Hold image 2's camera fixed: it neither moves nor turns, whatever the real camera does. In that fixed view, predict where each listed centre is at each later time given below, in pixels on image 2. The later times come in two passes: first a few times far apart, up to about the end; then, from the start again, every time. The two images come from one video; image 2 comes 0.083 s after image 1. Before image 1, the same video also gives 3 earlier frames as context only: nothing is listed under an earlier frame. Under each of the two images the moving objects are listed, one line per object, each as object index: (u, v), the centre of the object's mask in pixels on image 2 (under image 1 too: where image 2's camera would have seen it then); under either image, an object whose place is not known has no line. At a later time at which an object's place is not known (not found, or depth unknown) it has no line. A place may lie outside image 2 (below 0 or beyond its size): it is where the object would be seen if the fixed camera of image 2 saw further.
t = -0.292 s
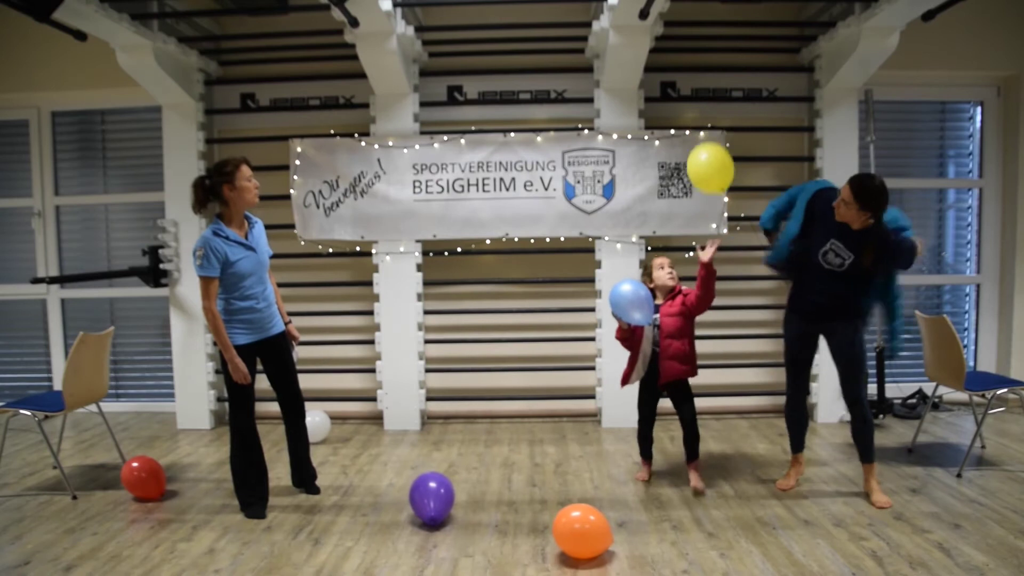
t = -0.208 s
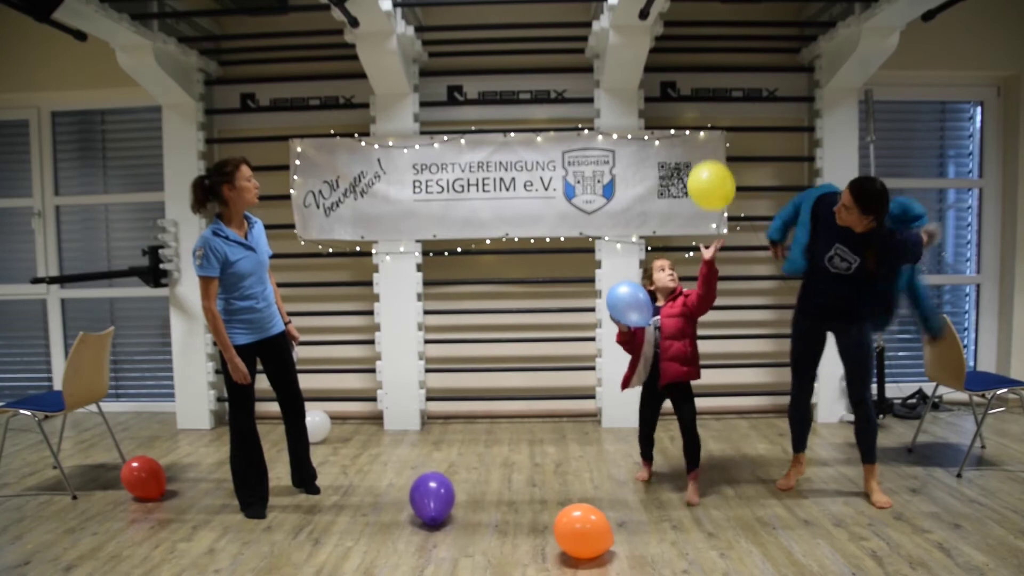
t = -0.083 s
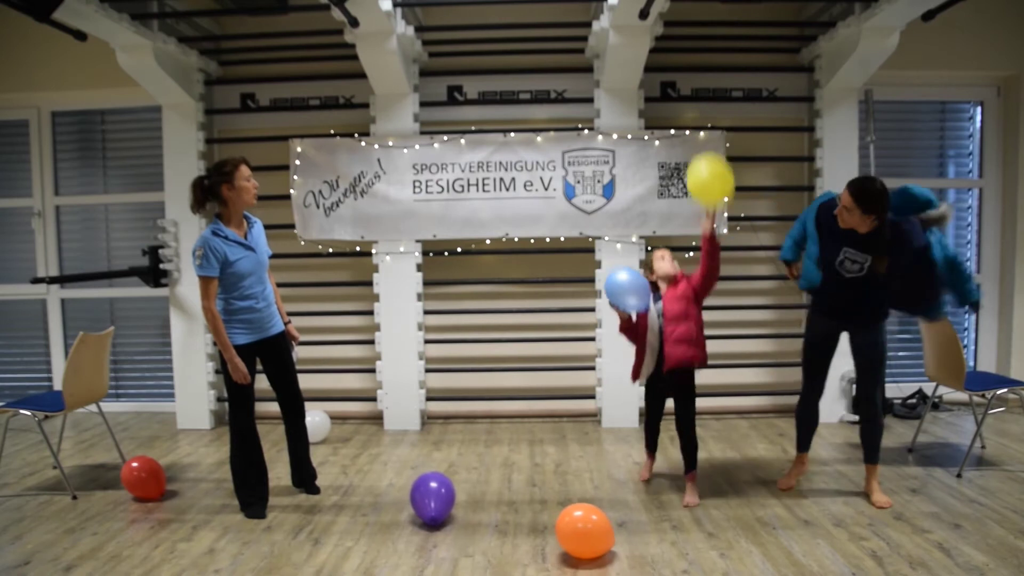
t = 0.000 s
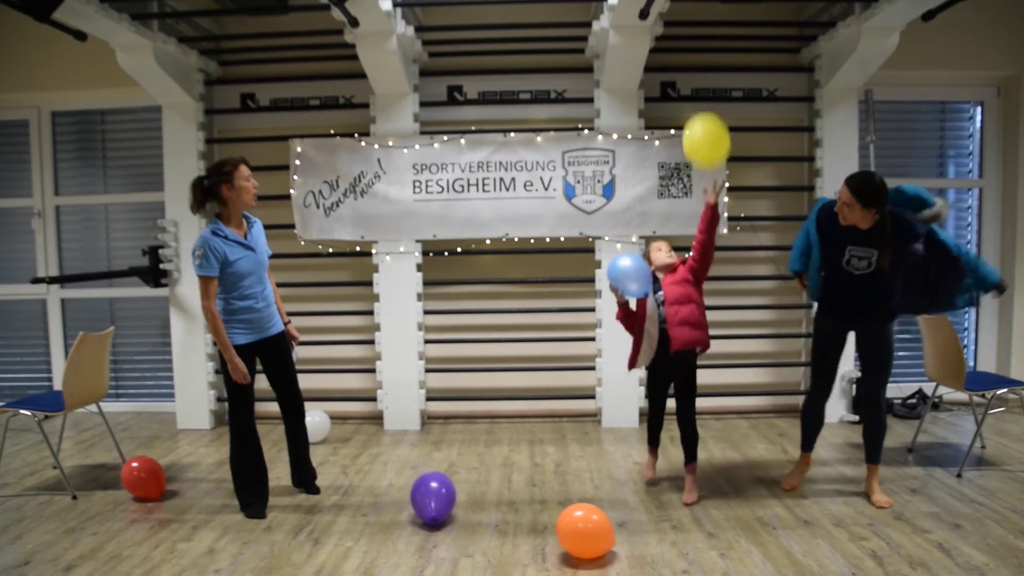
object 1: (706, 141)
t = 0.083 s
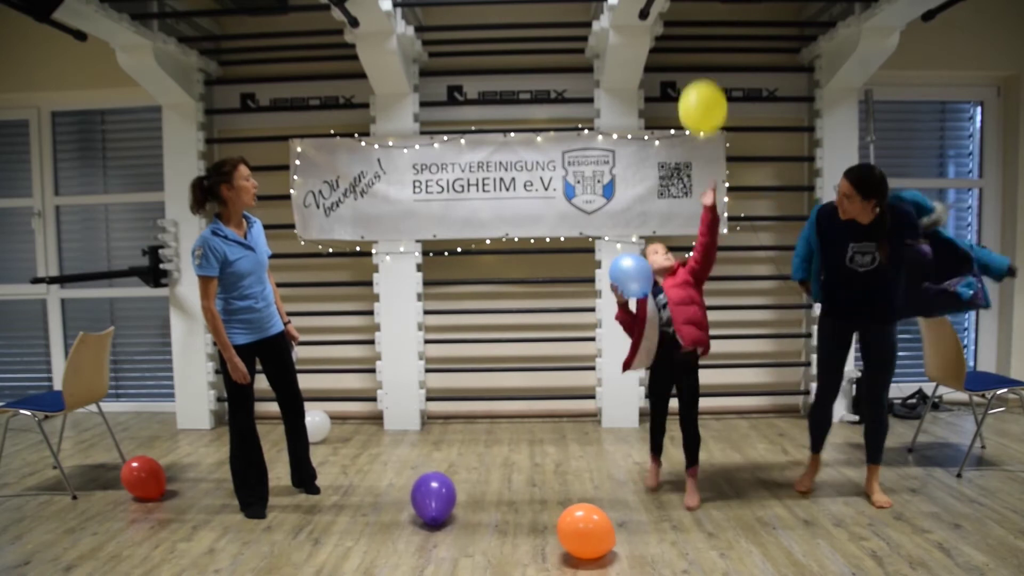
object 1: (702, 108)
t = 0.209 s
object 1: (697, 73)
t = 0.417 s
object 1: (689, 48)
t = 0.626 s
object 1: (684, 40)
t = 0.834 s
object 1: (678, 46)
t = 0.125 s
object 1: (701, 95)
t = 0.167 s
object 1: (699, 83)
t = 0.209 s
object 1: (697, 73)
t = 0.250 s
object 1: (695, 65)
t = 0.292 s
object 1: (693, 59)
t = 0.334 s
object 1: (692, 54)
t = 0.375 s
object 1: (690, 51)
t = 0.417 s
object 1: (689, 48)
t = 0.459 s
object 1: (688, 46)
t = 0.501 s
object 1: (687, 44)
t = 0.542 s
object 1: (686, 43)
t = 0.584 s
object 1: (685, 41)
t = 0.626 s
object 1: (684, 40)
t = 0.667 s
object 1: (683, 40)
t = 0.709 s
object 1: (681, 40)
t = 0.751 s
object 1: (680, 41)
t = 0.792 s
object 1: (679, 43)
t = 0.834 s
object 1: (678, 46)
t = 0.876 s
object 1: (678, 49)
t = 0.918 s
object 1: (677, 54)
